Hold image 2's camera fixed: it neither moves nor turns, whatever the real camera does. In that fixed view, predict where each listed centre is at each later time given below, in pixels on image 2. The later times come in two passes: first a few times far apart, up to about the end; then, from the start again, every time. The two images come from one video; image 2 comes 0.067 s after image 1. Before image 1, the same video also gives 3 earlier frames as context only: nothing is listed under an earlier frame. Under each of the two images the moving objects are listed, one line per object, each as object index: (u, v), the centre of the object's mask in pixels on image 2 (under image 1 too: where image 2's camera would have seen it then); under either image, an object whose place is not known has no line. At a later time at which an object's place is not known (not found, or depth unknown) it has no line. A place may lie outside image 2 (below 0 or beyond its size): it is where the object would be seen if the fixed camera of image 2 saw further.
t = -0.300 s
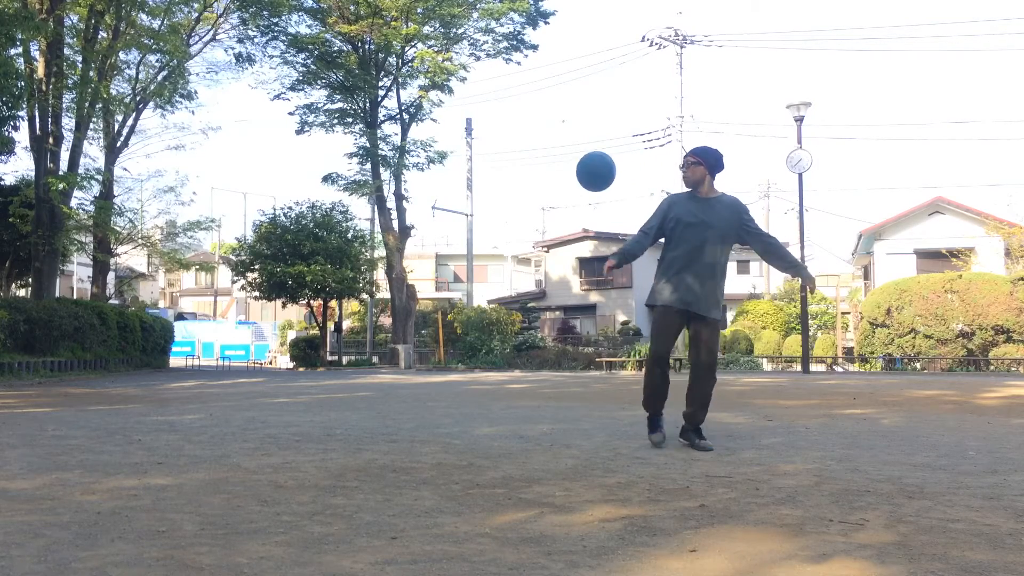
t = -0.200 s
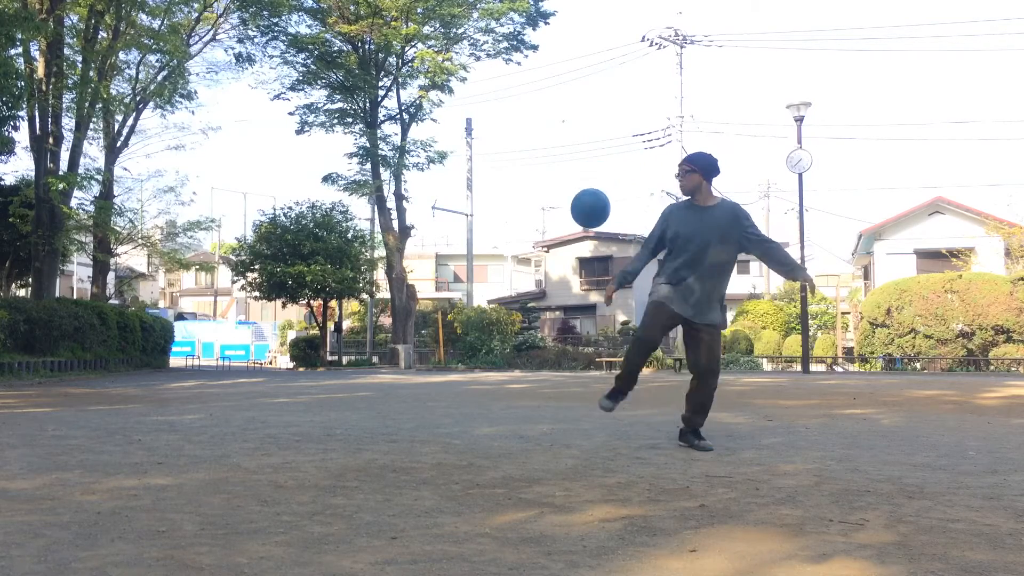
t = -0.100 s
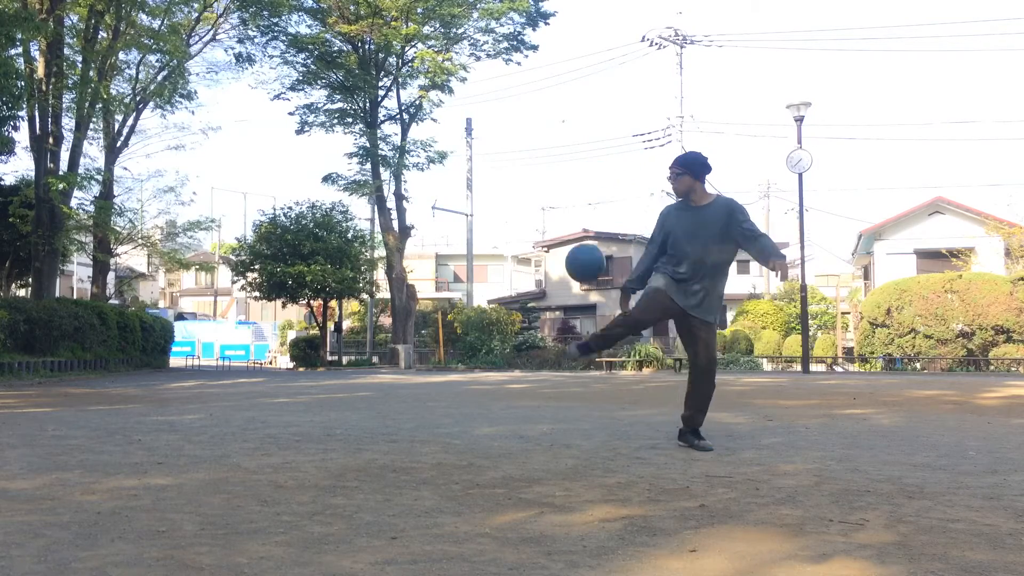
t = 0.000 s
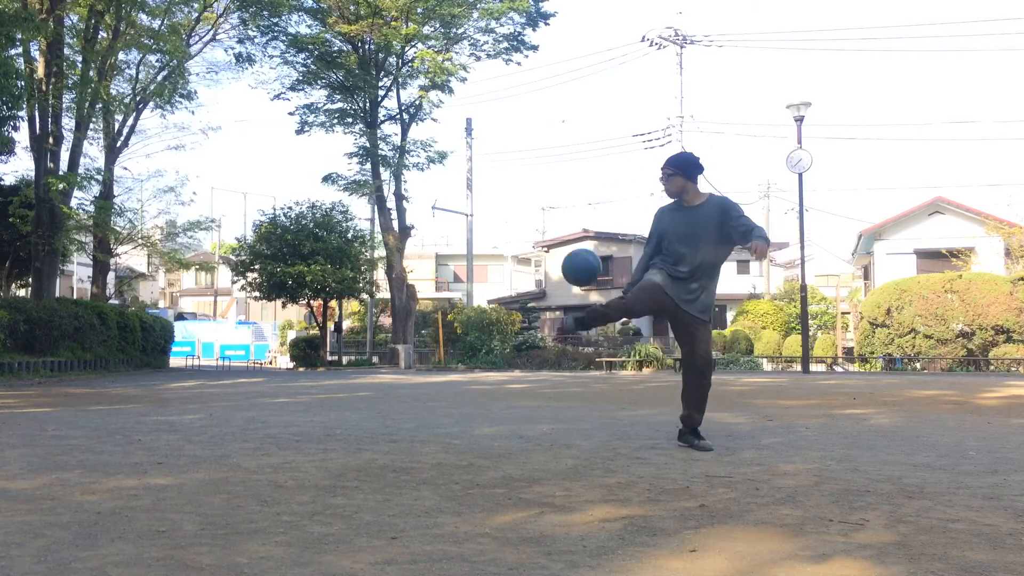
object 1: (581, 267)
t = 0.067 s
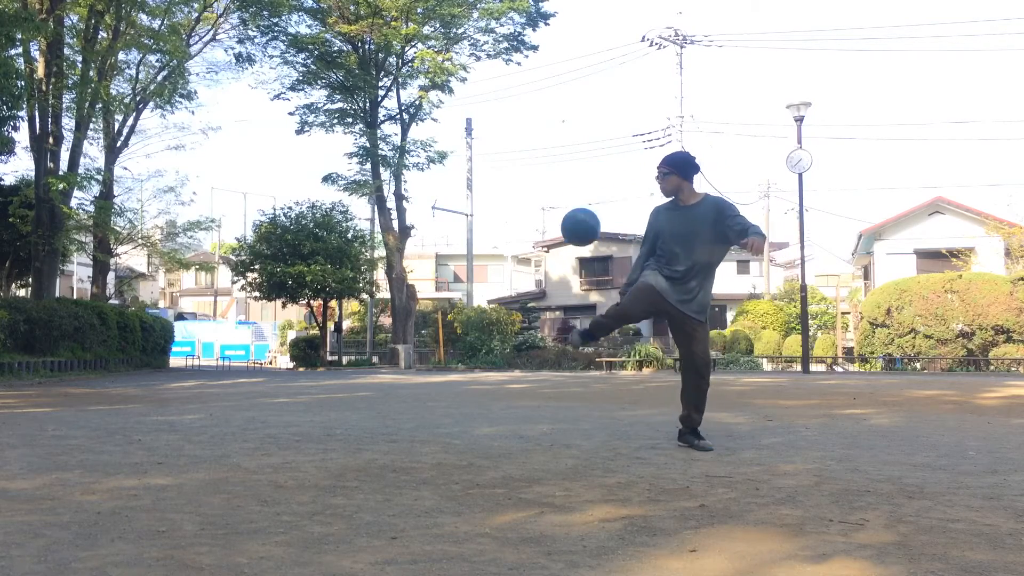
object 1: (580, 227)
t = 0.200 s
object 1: (579, 168)
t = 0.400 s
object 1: (578, 136)
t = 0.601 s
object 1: (577, 175)
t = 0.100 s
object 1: (580, 210)
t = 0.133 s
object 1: (580, 194)
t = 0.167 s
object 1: (580, 180)
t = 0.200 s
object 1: (579, 168)
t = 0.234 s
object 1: (579, 158)
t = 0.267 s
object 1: (579, 150)
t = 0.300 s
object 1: (578, 144)
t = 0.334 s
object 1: (578, 139)
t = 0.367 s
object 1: (578, 137)
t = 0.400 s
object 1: (578, 136)
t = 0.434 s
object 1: (578, 138)
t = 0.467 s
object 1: (577, 141)
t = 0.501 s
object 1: (577, 147)
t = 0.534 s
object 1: (577, 154)
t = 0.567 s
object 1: (577, 164)
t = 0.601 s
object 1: (577, 175)
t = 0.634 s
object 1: (577, 189)
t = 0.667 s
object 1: (577, 204)
